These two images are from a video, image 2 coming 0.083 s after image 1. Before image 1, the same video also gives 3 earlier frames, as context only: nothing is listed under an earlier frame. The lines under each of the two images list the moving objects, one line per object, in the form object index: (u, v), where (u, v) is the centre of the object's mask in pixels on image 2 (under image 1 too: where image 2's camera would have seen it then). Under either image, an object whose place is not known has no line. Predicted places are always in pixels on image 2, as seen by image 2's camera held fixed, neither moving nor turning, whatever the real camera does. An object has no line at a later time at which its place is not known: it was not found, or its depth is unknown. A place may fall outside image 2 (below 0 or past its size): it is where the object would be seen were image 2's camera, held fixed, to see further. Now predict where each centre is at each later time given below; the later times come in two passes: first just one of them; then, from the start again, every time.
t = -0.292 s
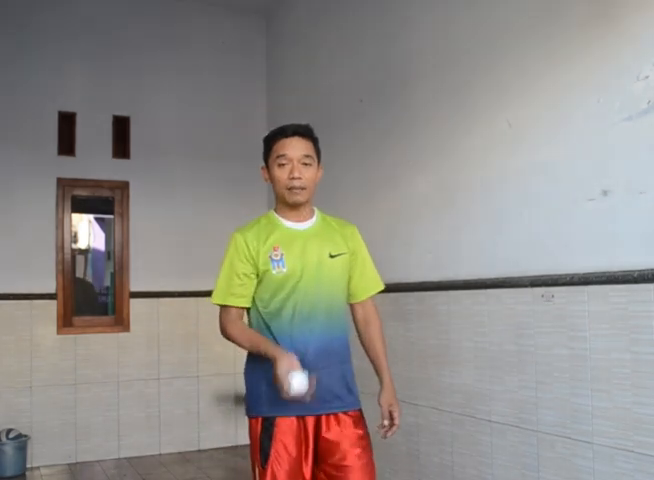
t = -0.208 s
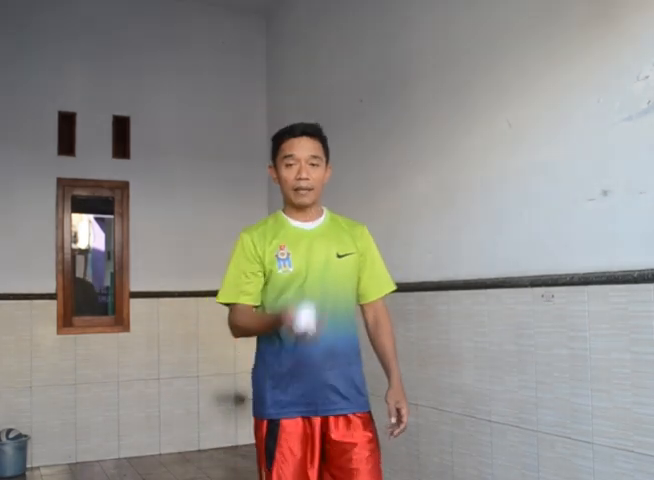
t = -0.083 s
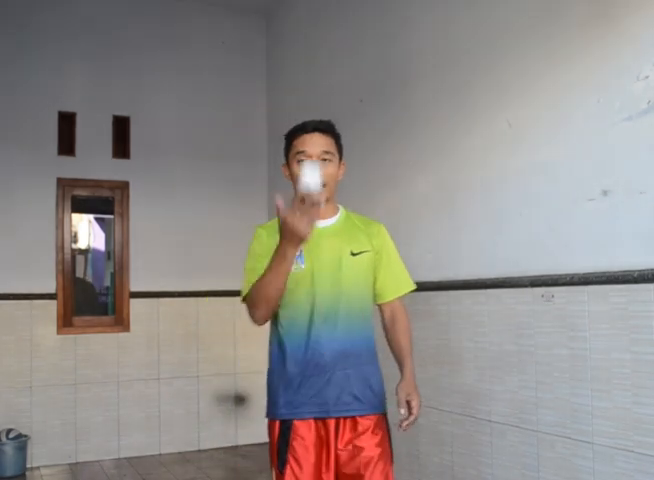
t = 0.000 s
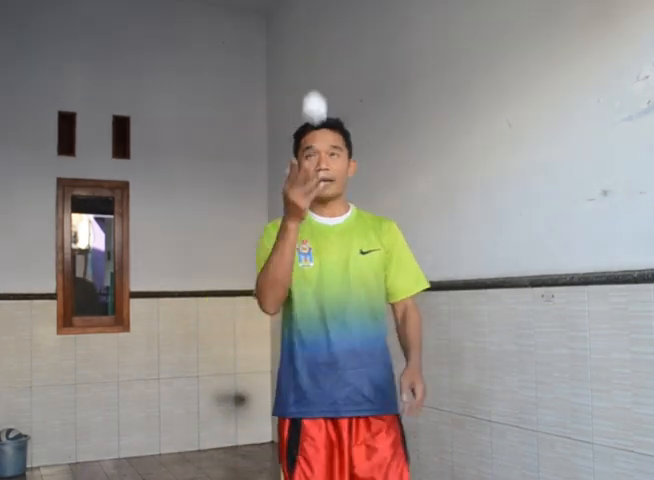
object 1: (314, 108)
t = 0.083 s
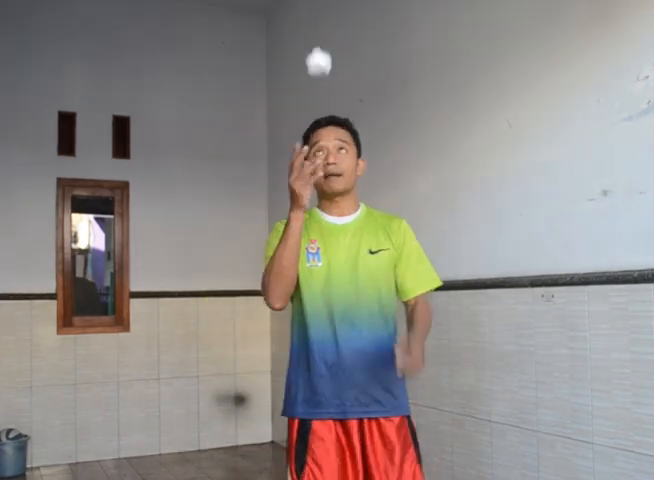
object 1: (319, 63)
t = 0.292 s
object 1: (331, 50)
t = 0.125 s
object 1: (321, 48)
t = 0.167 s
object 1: (323, 40)
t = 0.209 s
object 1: (325, 38)
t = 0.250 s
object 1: (328, 41)
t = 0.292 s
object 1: (331, 50)
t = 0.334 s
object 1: (334, 65)
